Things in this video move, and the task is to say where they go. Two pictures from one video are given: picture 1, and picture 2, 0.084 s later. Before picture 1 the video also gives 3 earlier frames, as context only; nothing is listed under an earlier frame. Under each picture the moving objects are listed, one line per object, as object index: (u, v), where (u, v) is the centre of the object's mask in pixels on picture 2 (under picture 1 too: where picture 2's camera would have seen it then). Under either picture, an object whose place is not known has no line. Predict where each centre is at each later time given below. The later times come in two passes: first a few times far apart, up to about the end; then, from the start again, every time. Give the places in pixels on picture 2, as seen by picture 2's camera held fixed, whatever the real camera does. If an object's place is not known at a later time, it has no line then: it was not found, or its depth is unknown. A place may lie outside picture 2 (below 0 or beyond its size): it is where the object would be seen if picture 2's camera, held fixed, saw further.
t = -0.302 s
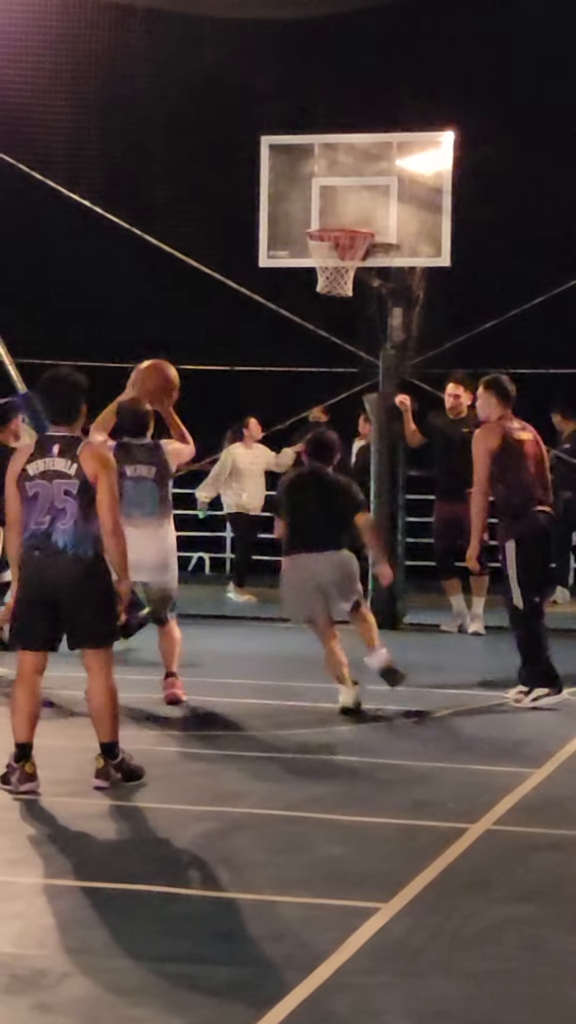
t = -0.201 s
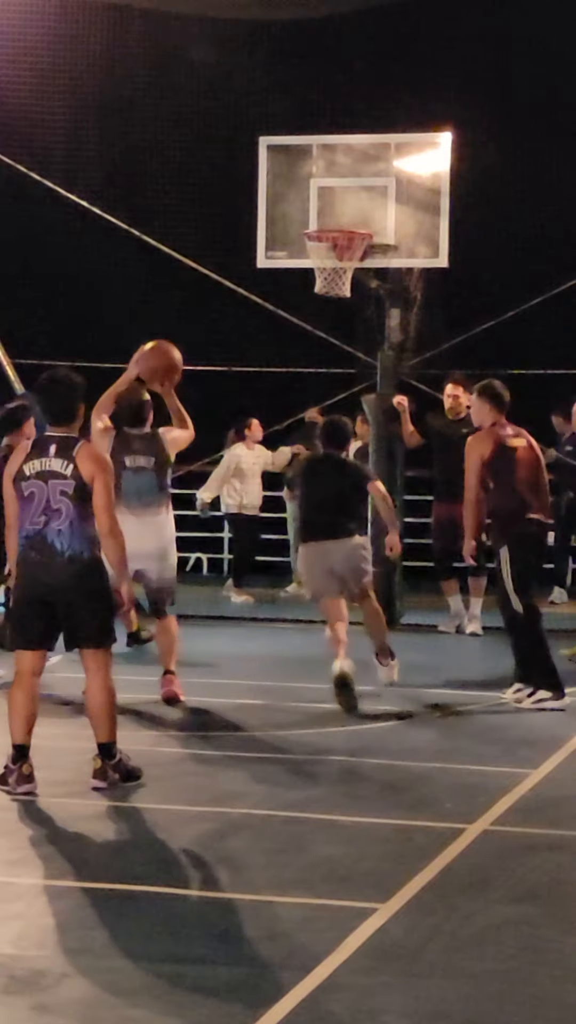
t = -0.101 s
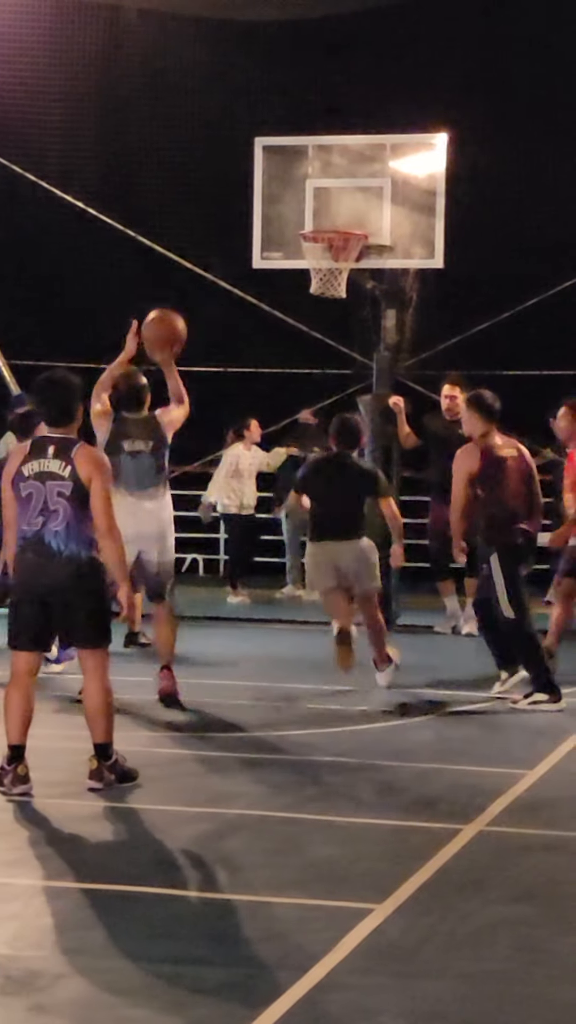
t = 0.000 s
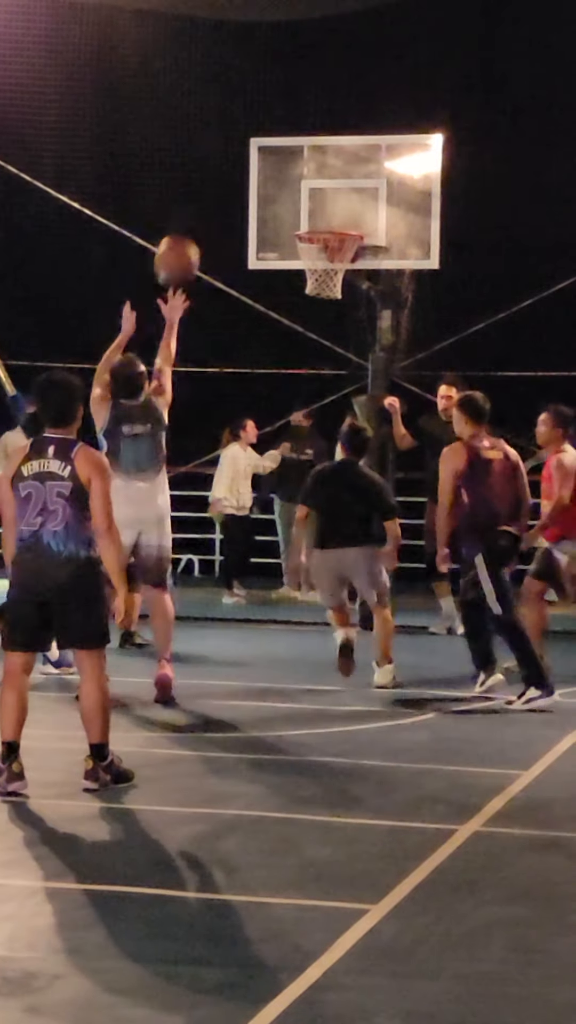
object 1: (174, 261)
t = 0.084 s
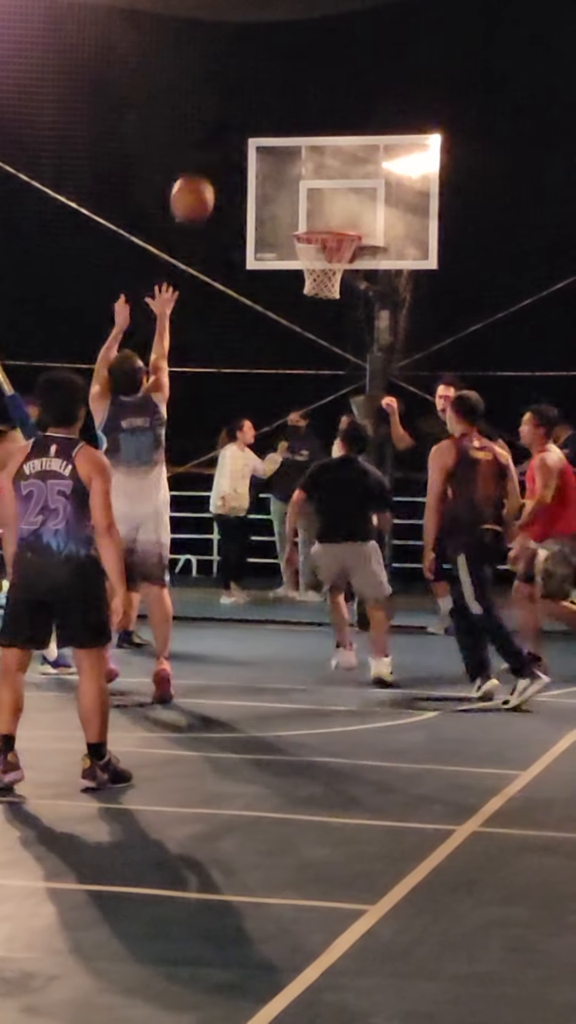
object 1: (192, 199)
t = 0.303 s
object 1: (231, 107)
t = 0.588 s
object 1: (272, 109)
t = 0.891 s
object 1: (299, 217)
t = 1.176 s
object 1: (249, 196)
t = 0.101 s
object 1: (195, 189)
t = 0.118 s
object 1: (198, 179)
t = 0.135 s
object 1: (201, 170)
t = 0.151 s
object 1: (205, 161)
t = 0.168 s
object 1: (208, 153)
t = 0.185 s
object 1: (211, 145)
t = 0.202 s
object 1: (214, 138)
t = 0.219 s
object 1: (217, 132)
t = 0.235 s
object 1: (220, 126)
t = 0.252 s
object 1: (223, 120)
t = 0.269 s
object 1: (226, 115)
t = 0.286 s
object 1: (229, 111)
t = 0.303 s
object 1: (231, 107)
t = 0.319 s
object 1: (234, 104)
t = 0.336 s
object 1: (237, 101)
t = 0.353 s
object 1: (239, 99)
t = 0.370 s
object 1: (242, 97)
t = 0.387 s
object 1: (244, 95)
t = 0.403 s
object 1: (247, 94)
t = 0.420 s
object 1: (249, 93)
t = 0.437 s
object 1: (252, 93)
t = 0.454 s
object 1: (254, 93)
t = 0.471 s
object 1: (257, 93)
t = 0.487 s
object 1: (259, 94)
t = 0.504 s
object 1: (261, 95)
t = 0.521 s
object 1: (263, 98)
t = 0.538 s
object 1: (265, 100)
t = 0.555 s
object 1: (268, 102)
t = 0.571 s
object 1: (270, 105)
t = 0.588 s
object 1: (272, 109)
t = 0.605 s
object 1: (274, 114)
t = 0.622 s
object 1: (276, 117)
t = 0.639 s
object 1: (277, 121)
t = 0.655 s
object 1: (279, 126)
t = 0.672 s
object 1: (281, 132)
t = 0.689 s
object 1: (283, 138)
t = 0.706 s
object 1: (286, 143)
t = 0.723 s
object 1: (288, 150)
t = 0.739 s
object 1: (288, 157)
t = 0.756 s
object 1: (289, 164)
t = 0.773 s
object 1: (291, 172)
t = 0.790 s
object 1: (293, 178)
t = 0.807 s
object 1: (295, 185)
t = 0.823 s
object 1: (296, 197)
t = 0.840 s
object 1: (297, 205)
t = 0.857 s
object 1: (299, 215)
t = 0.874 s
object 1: (299, 219)
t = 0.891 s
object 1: (299, 217)
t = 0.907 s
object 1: (299, 216)
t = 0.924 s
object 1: (299, 213)
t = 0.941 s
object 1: (295, 210)
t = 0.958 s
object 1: (292, 206)
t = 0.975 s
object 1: (289, 203)
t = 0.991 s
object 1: (286, 200)
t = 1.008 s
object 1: (283, 199)
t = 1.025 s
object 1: (281, 197)
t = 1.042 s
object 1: (277, 195)
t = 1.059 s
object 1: (274, 193)
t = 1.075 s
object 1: (270, 192)
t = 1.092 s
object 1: (267, 192)
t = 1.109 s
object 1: (263, 192)
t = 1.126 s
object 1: (260, 192)
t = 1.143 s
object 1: (256, 193)
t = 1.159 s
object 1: (253, 194)
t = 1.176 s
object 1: (249, 196)
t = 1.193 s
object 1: (246, 198)
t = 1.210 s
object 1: (243, 200)
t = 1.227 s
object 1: (239, 203)
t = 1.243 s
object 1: (235, 207)
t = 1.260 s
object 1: (232, 210)
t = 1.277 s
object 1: (229, 214)
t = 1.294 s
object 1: (225, 219)
